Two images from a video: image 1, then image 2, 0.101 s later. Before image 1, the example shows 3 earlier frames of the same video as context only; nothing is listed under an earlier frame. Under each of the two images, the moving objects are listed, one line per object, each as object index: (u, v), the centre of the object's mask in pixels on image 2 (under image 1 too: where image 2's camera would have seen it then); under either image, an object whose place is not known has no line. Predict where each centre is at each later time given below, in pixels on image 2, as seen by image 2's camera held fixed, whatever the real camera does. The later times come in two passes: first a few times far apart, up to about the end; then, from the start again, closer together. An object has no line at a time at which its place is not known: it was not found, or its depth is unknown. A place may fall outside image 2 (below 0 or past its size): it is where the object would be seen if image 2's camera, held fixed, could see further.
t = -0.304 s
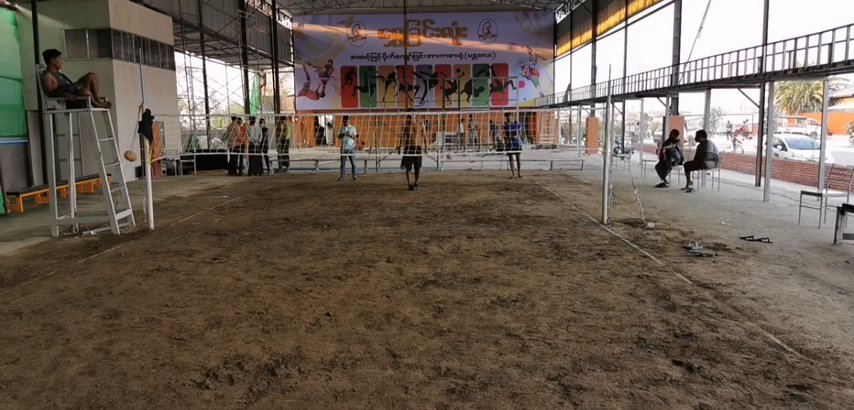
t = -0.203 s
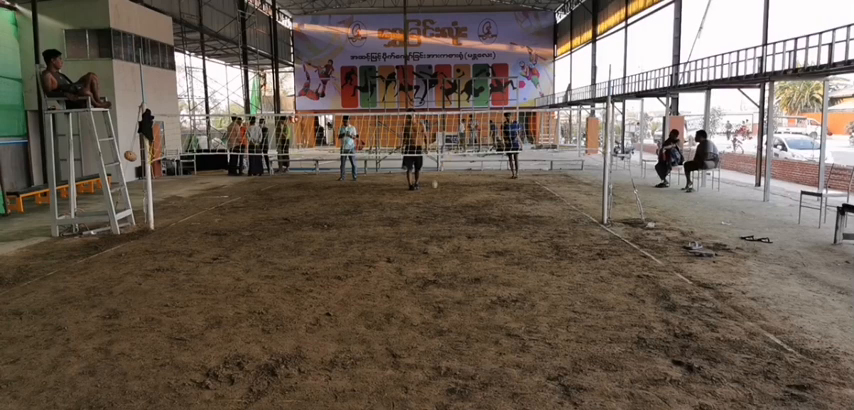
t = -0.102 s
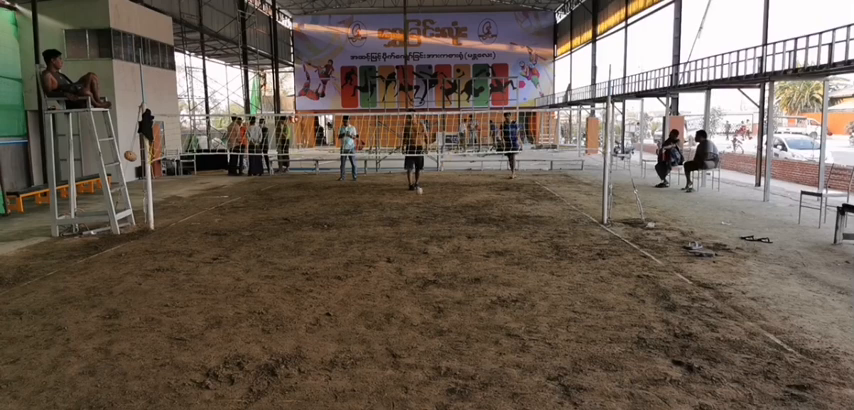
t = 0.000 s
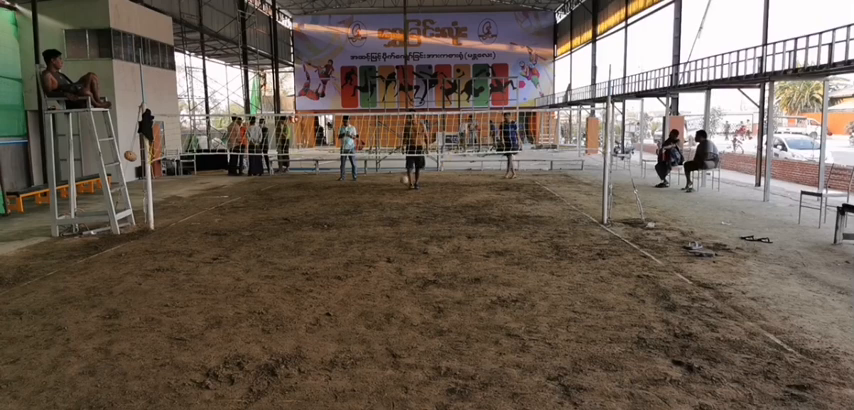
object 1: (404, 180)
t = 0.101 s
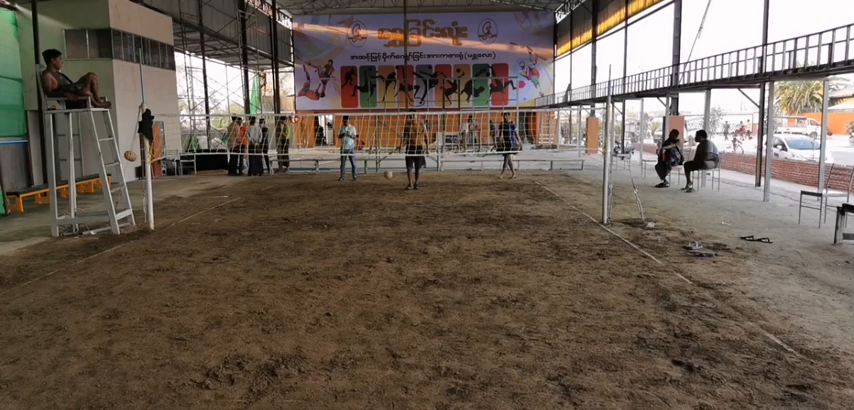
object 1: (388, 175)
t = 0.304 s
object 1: (351, 185)
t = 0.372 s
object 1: (337, 196)
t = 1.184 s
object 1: (27, 309)
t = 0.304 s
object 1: (351, 185)
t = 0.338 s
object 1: (344, 190)
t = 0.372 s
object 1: (337, 196)
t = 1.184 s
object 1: (27, 309)
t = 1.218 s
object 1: (7, 319)
